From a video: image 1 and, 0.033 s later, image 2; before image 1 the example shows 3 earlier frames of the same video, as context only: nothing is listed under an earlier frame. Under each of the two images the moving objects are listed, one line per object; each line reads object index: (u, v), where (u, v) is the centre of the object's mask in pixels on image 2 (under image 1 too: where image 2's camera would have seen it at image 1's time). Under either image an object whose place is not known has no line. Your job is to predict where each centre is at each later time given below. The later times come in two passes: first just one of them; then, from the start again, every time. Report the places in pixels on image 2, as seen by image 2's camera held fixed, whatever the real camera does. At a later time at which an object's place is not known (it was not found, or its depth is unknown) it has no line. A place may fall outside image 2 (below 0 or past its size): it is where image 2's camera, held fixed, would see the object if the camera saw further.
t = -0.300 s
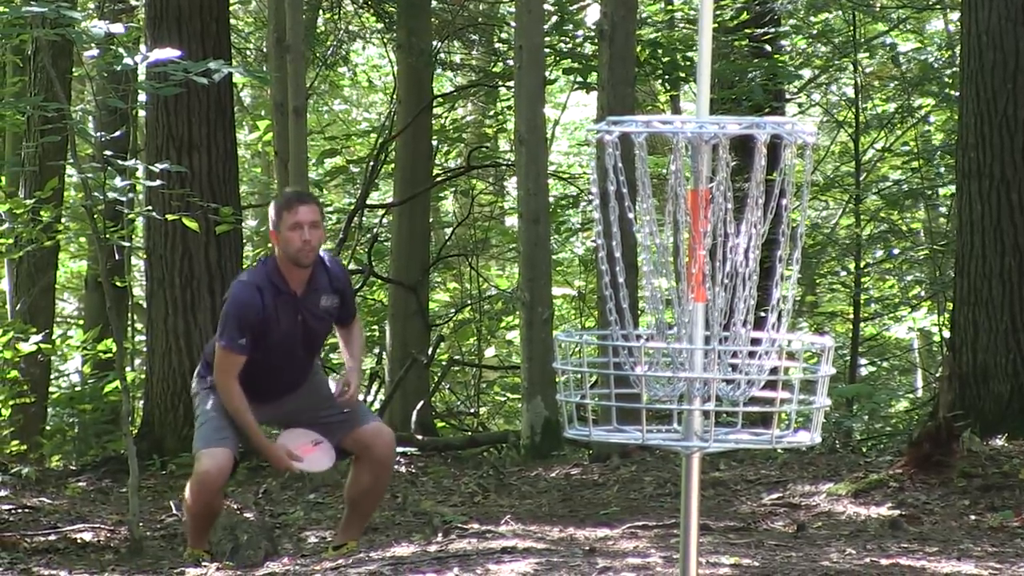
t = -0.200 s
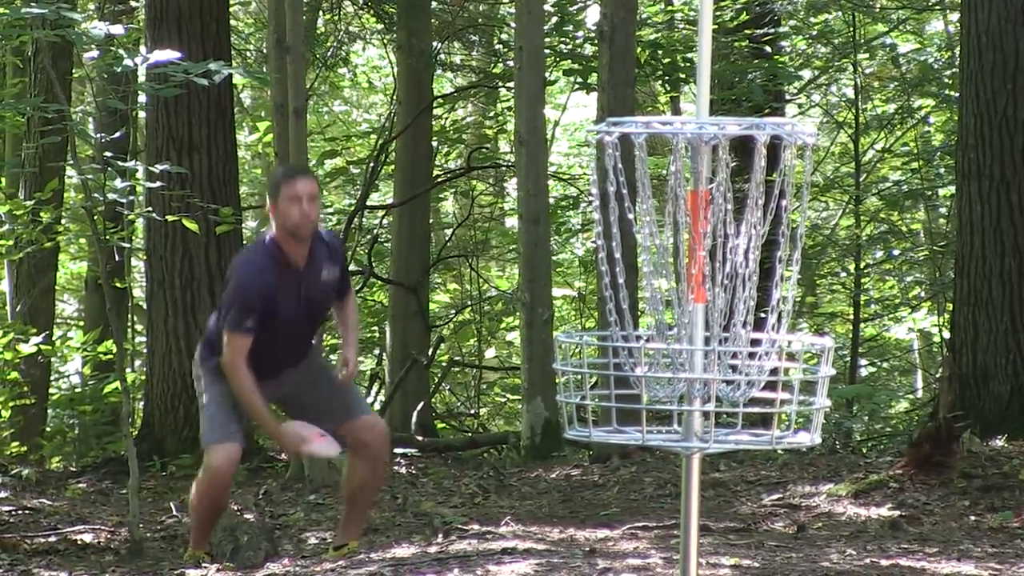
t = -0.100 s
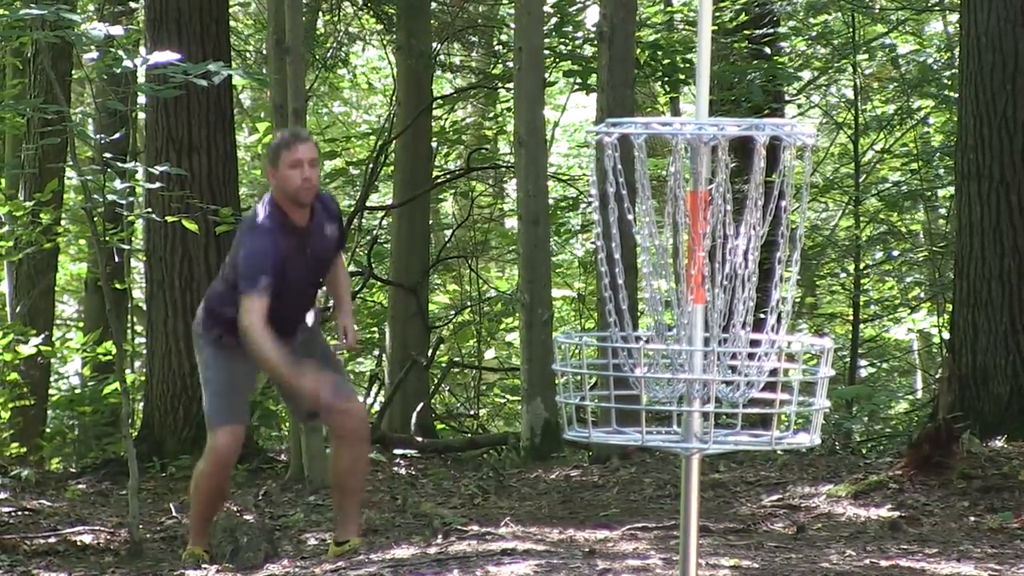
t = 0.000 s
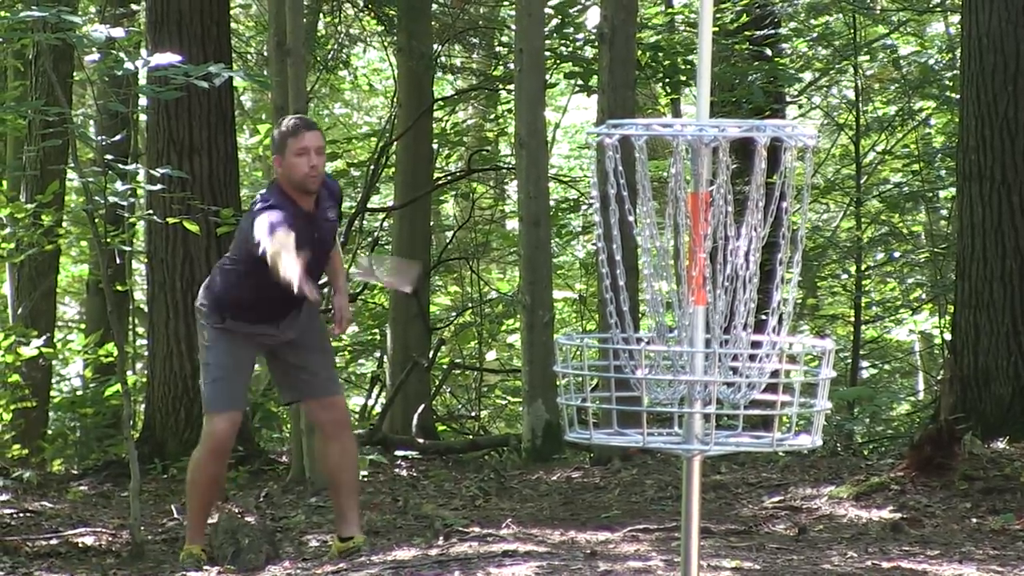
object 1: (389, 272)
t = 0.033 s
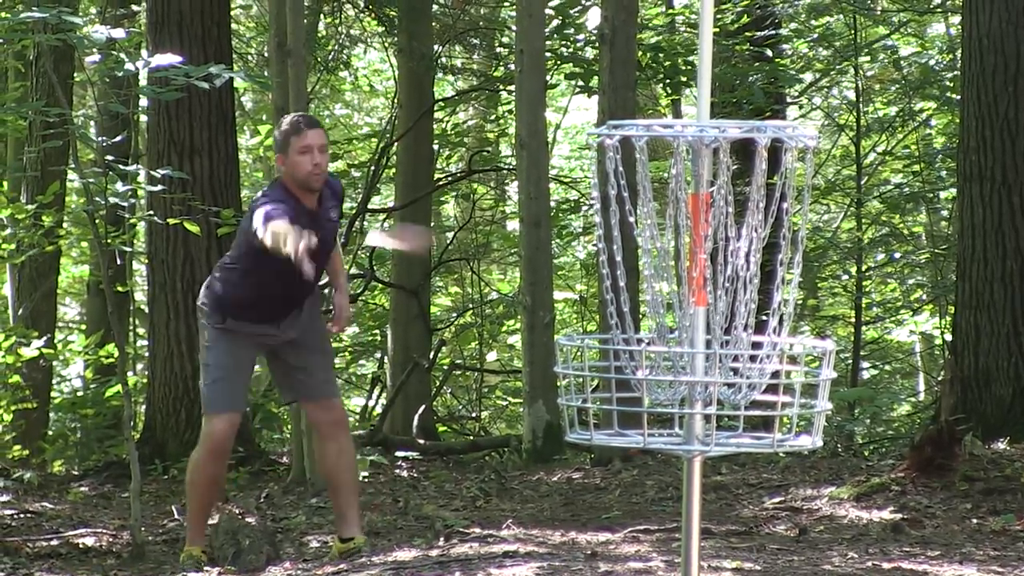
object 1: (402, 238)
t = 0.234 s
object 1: (496, 118)
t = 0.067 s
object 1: (415, 207)
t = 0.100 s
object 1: (428, 180)
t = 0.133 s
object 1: (448, 159)
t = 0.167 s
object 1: (461, 142)
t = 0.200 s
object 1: (477, 127)
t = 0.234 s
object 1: (496, 118)
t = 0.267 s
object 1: (513, 113)
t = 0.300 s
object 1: (526, 111)
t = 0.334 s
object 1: (542, 113)
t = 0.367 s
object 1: (559, 118)
